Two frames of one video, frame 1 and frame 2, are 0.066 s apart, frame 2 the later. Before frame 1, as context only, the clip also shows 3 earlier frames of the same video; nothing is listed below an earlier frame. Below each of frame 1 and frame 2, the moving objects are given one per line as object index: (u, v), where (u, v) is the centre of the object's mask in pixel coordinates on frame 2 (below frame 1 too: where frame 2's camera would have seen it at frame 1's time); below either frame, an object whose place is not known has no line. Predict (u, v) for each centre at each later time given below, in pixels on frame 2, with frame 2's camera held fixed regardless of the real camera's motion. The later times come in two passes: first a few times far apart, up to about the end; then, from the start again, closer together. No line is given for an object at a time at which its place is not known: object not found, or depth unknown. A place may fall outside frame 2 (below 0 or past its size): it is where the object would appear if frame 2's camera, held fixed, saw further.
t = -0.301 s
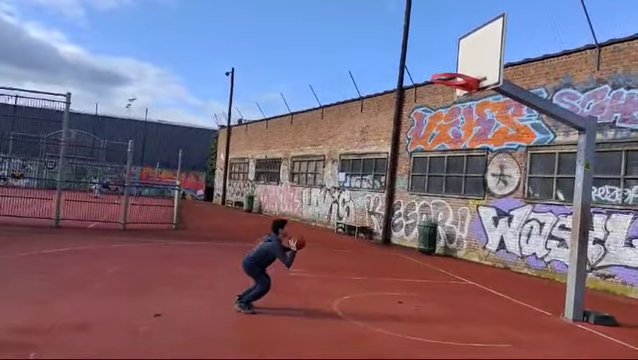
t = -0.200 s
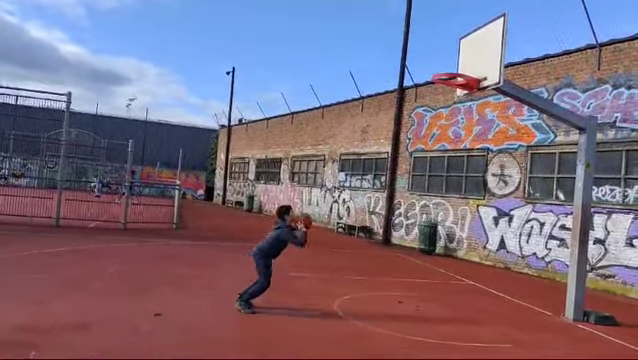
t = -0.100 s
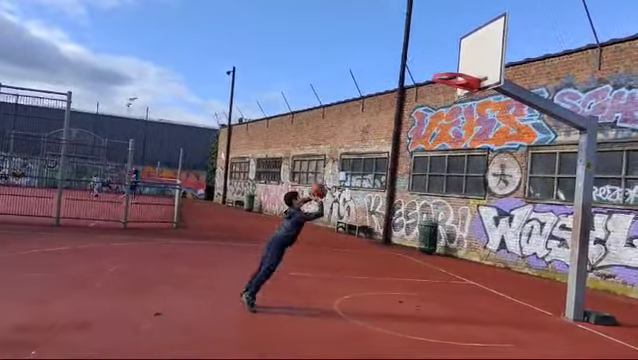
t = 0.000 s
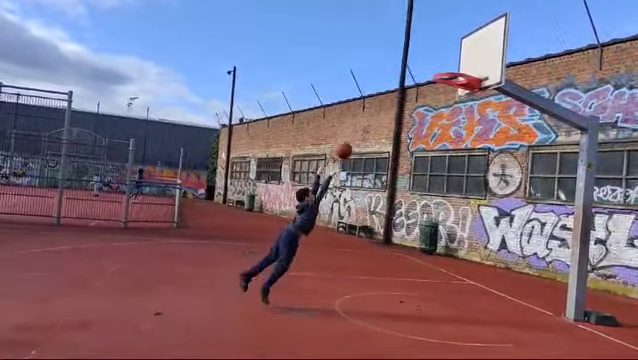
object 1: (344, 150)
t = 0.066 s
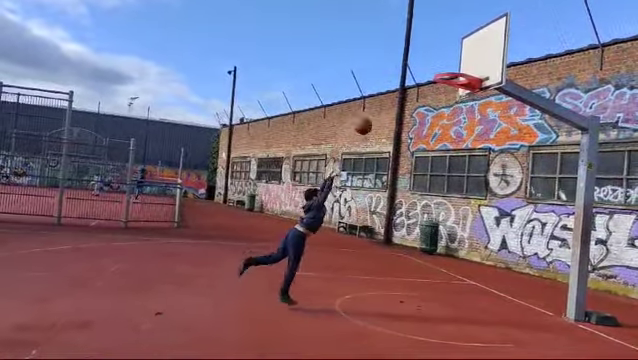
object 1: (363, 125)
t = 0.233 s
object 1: (408, 81)
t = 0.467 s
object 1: (454, 54)
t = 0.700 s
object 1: (449, 56)
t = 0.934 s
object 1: (421, 59)
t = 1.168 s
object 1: (395, 71)
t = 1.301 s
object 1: (379, 95)
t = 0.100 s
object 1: (372, 115)
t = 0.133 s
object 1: (382, 106)
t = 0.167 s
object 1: (391, 97)
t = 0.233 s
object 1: (408, 81)
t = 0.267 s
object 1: (417, 75)
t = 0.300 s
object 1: (425, 70)
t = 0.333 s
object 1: (432, 65)
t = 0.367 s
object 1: (438, 61)
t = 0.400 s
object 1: (444, 57)
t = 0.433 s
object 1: (449, 55)
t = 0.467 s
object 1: (454, 54)
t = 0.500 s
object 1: (460, 53)
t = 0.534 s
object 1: (466, 53)
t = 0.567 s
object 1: (467, 53)
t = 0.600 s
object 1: (462, 52)
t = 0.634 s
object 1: (458, 52)
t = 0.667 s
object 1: (453, 54)
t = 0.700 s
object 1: (449, 56)
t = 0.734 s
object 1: (444, 59)
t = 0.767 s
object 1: (439, 63)
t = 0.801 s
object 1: (435, 67)
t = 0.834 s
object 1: (431, 67)
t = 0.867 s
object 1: (428, 63)
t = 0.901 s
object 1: (425, 61)
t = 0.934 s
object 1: (421, 59)
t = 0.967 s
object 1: (418, 59)
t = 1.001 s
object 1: (414, 59)
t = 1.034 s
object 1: (410, 59)
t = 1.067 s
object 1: (407, 61)
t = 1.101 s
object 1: (403, 63)
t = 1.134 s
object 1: (399, 67)
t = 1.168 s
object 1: (395, 71)
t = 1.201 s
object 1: (391, 76)
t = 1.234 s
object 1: (387, 81)
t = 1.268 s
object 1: (383, 88)
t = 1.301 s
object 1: (379, 95)
